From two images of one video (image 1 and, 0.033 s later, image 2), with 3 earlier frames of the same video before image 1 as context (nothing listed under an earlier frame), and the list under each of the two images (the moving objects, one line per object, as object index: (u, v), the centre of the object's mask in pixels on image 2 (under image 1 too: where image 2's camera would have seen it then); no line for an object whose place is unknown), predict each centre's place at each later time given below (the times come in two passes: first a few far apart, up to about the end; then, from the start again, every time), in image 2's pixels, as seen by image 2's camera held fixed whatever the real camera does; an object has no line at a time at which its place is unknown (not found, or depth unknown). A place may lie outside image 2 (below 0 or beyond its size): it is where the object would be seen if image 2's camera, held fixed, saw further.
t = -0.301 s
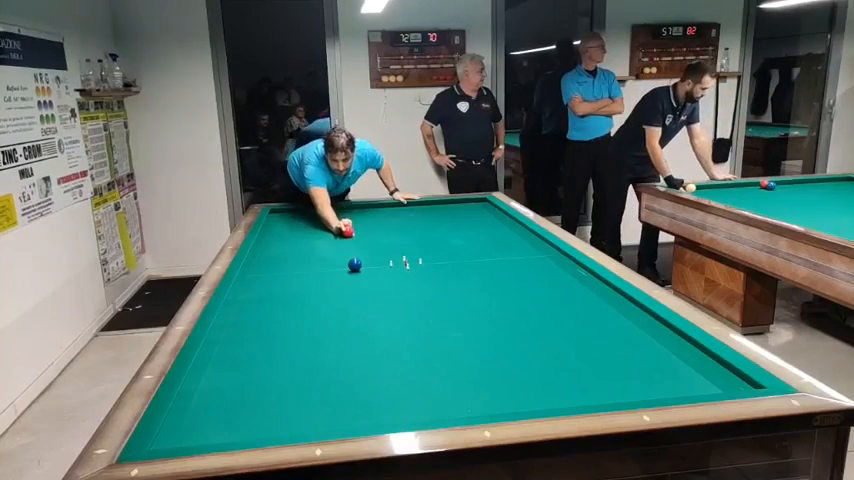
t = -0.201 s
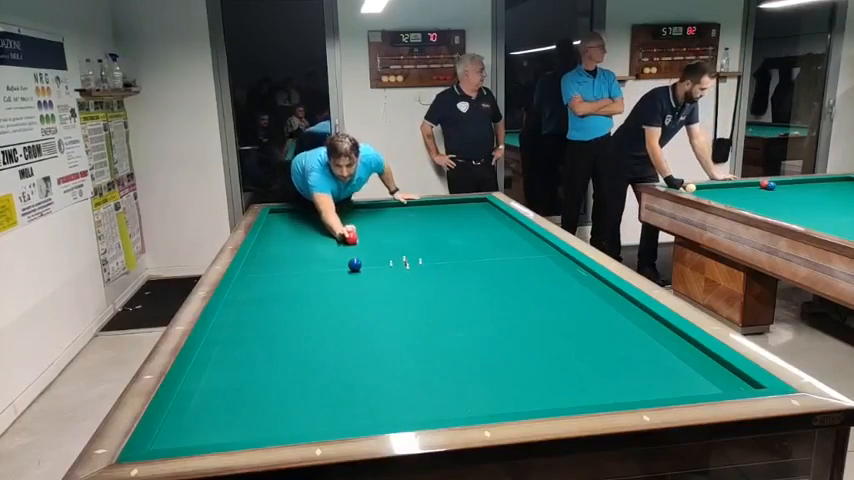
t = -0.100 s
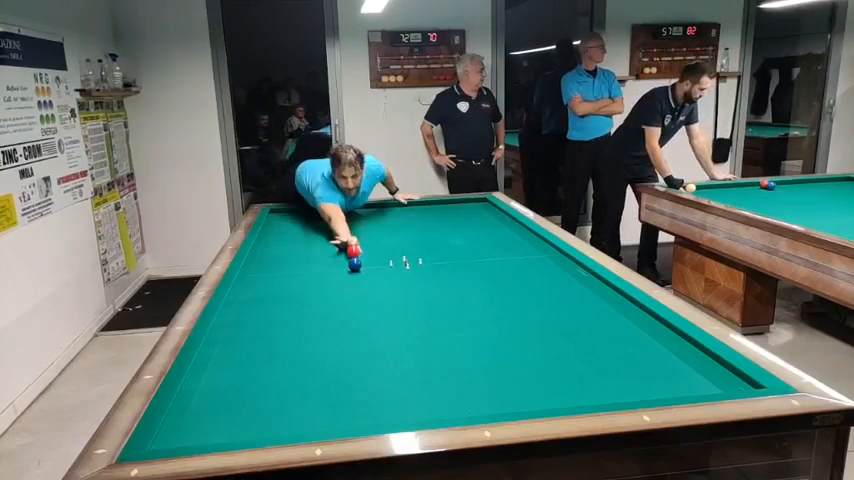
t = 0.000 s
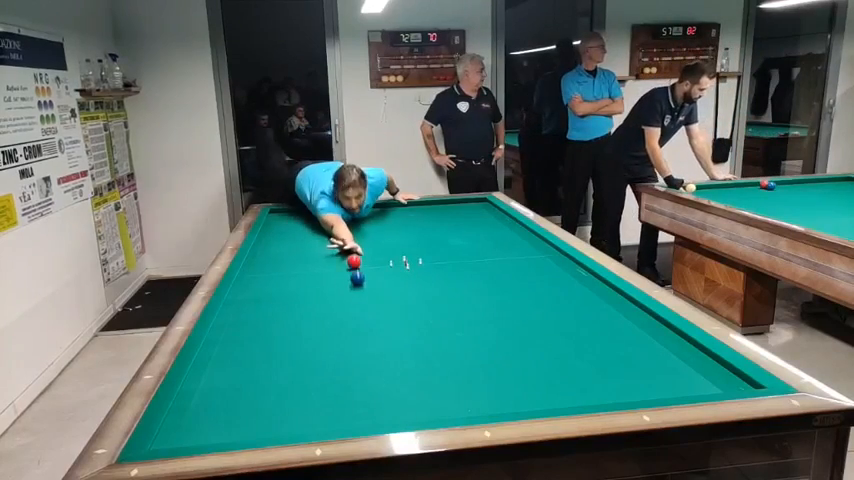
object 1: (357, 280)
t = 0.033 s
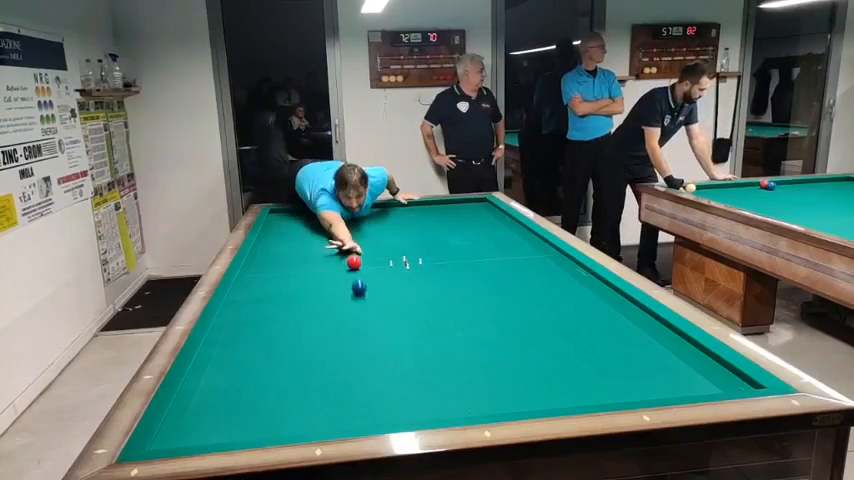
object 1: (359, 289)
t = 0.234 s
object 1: (372, 364)
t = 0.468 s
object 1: (377, 368)
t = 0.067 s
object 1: (360, 299)
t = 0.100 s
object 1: (362, 309)
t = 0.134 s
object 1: (365, 320)
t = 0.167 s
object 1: (367, 333)
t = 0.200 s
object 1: (369, 348)
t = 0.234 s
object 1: (372, 364)
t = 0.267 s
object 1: (375, 381)
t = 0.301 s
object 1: (379, 401)
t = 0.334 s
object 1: (382, 417)
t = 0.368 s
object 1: (381, 410)
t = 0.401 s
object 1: (380, 395)
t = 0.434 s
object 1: (378, 380)
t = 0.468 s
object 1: (377, 368)
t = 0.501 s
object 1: (376, 357)
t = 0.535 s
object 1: (375, 347)
